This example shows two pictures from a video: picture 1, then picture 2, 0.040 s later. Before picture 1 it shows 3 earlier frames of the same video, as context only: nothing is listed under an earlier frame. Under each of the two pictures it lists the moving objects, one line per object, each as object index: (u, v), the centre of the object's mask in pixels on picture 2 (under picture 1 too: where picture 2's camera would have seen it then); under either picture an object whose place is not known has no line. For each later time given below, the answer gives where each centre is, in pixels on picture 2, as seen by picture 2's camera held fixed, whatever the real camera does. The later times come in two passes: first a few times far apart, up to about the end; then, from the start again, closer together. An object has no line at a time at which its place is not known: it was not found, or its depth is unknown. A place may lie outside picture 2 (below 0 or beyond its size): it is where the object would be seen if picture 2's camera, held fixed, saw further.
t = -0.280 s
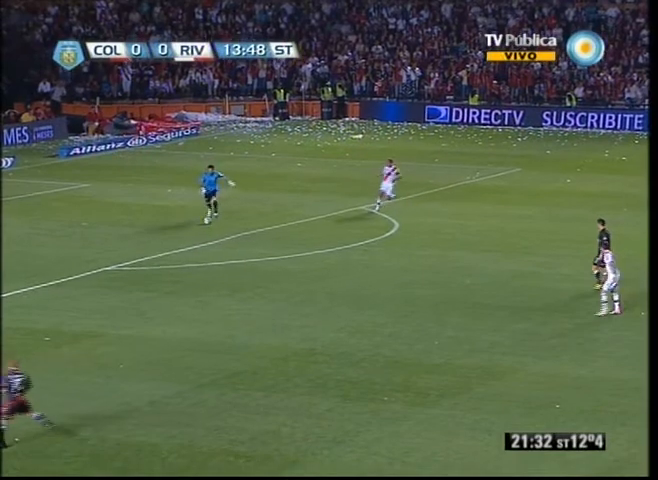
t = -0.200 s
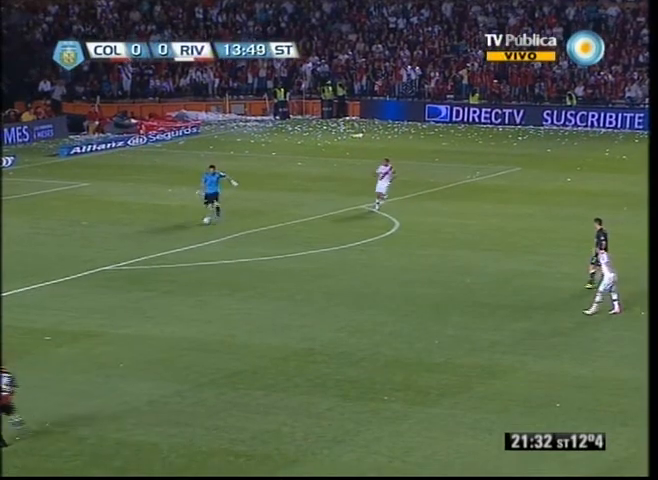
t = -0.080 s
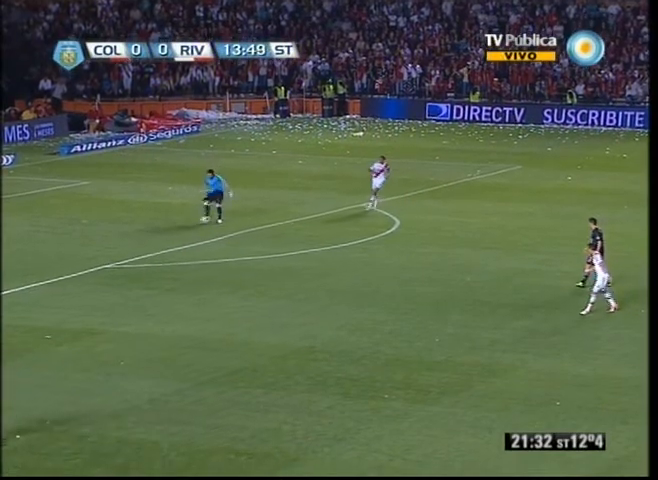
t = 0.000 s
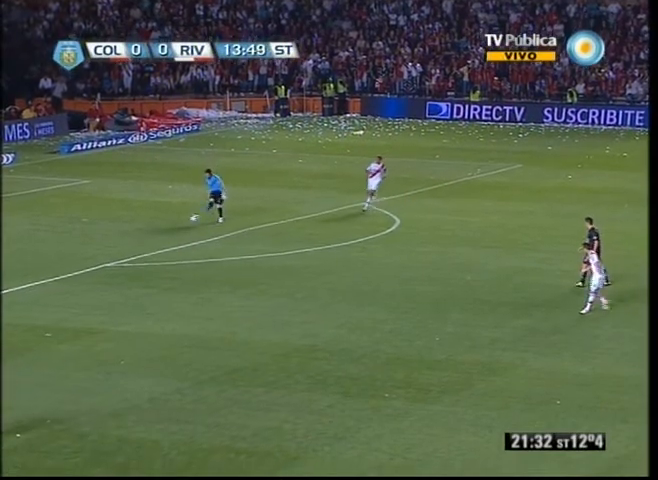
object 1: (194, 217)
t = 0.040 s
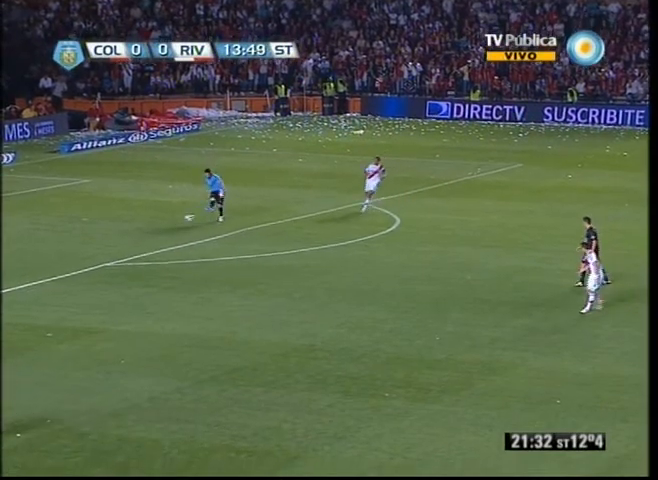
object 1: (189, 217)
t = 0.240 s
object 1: (164, 231)
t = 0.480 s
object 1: (142, 272)
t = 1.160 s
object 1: (117, 362)
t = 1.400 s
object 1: (120, 385)
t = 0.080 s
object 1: (183, 219)
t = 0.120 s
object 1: (179, 221)
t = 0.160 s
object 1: (174, 223)
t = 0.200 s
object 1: (169, 227)
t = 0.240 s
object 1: (164, 231)
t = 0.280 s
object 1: (160, 235)
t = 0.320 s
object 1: (155, 241)
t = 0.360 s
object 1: (152, 248)
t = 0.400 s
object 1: (148, 255)
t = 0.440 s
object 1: (145, 263)
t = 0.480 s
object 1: (142, 272)
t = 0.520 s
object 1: (139, 282)
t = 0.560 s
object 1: (136, 292)
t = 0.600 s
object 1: (134, 304)
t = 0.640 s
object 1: (133, 306)
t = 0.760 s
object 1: (128, 310)
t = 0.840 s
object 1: (125, 317)
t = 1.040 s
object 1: (119, 352)
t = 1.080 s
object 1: (118, 359)
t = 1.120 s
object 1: (116, 362)
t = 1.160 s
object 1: (117, 362)
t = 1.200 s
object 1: (117, 364)
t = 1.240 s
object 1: (117, 366)
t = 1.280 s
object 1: (117, 370)
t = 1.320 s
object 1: (118, 374)
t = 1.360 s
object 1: (119, 379)
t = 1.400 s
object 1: (120, 385)
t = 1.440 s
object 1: (120, 391)
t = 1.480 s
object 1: (120, 399)
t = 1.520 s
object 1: (119, 402)
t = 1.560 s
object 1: (120, 403)
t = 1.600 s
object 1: (118, 403)
